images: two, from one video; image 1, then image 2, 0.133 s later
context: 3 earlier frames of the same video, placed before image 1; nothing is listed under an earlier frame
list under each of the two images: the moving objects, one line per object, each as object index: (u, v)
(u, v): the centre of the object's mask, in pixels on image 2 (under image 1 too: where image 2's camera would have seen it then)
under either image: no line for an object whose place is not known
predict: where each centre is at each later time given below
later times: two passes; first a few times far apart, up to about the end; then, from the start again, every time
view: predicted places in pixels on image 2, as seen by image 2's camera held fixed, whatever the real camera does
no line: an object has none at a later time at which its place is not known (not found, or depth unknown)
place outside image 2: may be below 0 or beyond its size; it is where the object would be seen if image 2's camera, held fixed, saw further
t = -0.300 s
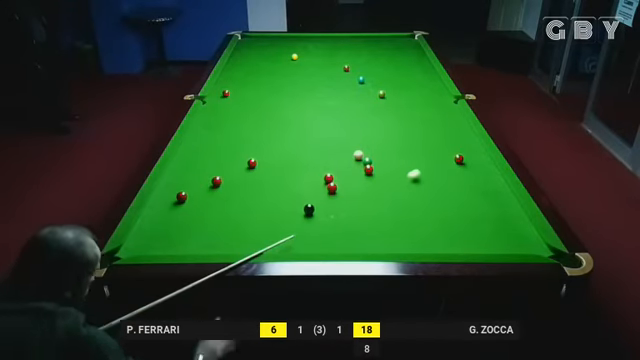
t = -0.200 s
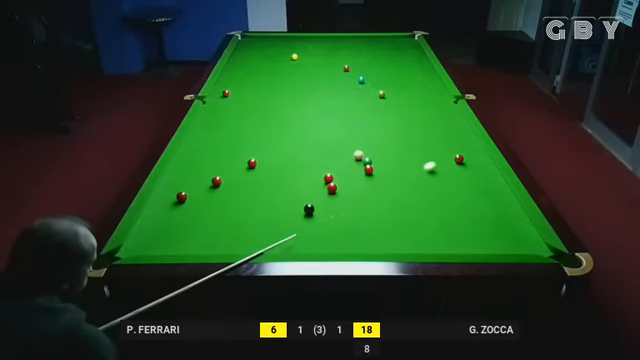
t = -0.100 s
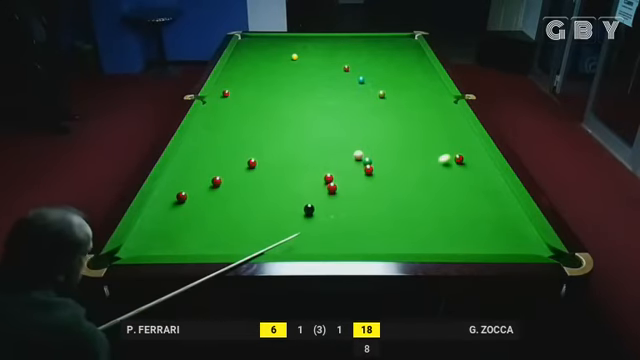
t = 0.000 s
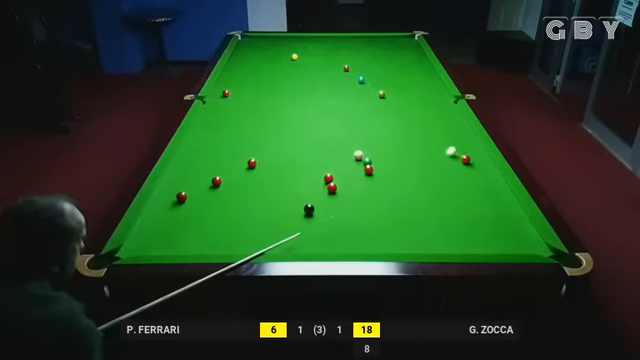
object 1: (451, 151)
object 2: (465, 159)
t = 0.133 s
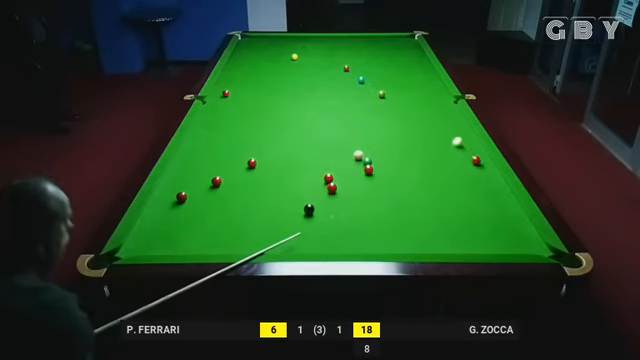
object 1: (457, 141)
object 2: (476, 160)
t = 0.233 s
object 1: (461, 134)
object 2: (484, 161)
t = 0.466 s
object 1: (459, 121)
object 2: (482, 162)
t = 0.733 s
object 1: (442, 109)
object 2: (471, 163)
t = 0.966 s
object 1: (429, 100)
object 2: (462, 164)
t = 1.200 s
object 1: (417, 92)
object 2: (455, 164)
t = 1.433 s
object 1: (407, 85)
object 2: (448, 165)
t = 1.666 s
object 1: (398, 78)
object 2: (442, 165)
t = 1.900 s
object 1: (389, 72)
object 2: (437, 165)
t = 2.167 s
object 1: (381, 66)
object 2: (433, 165)
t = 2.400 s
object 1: (374, 61)
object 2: (431, 165)
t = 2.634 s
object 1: (369, 57)
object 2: (429, 166)
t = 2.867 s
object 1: (363, 53)
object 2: (428, 166)
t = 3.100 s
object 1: (359, 49)
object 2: (428, 166)
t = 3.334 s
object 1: (354, 46)
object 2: (428, 165)
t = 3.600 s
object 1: (350, 42)
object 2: (428, 166)
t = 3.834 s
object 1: (347, 40)
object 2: (428, 165)
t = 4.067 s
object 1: (344, 37)
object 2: (428, 165)
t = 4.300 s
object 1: (341, 37)
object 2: (428, 166)
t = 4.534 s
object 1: (340, 38)
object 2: (428, 165)
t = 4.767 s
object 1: (338, 40)
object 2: (428, 166)
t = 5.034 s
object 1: (337, 41)
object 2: (428, 165)
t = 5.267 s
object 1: (336, 42)
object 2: (428, 165)
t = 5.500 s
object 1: (334, 43)
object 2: (428, 166)
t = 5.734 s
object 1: (334, 44)
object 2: (428, 165)
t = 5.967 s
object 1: (333, 45)
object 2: (428, 165)
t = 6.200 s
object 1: (332, 45)
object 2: (428, 165)
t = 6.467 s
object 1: (331, 46)
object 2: (428, 165)
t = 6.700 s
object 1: (331, 45)
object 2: (428, 165)
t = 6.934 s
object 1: (331, 46)
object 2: (428, 165)
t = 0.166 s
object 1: (458, 139)
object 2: (479, 160)
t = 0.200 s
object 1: (460, 137)
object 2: (481, 161)
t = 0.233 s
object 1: (461, 134)
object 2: (484, 161)
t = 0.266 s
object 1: (463, 132)
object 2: (486, 161)
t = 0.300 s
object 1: (464, 130)
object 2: (489, 161)
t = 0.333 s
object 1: (465, 128)
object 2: (487, 162)
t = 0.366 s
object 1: (467, 126)
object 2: (486, 162)
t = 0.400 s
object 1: (464, 124)
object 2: (485, 162)
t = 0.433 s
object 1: (462, 123)
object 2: (483, 162)
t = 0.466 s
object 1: (459, 121)
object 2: (482, 162)
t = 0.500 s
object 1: (457, 120)
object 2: (480, 162)
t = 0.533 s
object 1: (455, 118)
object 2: (479, 162)
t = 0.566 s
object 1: (452, 117)
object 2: (477, 162)
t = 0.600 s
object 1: (450, 115)
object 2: (476, 163)
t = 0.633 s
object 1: (448, 113)
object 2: (475, 163)
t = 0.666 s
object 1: (446, 112)
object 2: (473, 163)
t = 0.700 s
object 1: (444, 111)
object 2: (472, 163)
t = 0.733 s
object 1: (442, 109)
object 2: (471, 163)
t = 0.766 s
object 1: (440, 108)
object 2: (469, 163)
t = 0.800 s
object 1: (438, 106)
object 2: (468, 163)
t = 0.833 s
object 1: (436, 105)
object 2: (467, 163)
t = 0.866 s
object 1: (434, 104)
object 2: (466, 163)
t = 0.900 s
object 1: (432, 103)
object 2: (465, 163)
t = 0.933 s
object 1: (430, 101)
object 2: (464, 164)
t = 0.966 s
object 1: (429, 100)
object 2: (462, 164)
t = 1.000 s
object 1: (427, 99)
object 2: (461, 164)
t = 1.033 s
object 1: (425, 97)
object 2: (460, 164)
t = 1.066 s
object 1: (423, 96)
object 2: (459, 164)
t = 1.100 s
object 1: (422, 95)
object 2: (458, 164)
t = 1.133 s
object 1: (420, 94)
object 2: (457, 164)
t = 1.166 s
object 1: (418, 93)
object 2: (456, 164)
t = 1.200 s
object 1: (417, 92)
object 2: (455, 164)
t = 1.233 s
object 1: (416, 91)
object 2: (454, 164)
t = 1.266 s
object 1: (414, 90)
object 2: (453, 164)
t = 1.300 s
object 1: (412, 89)
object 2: (452, 164)
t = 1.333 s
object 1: (411, 88)
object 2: (451, 164)
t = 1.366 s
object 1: (410, 87)
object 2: (450, 164)
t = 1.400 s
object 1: (408, 86)
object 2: (449, 165)
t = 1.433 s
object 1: (407, 85)
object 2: (448, 165)
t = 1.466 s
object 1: (405, 84)
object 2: (447, 165)
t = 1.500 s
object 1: (404, 83)
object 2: (446, 165)
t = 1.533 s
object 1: (402, 82)
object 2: (445, 165)
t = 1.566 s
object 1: (401, 81)
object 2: (445, 165)
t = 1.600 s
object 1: (400, 80)
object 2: (444, 165)
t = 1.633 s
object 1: (399, 79)
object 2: (443, 165)
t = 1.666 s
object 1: (398, 78)
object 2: (442, 165)
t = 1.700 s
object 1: (396, 77)
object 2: (442, 165)
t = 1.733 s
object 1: (395, 76)
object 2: (441, 165)
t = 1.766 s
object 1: (394, 75)
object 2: (440, 165)
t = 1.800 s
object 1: (392, 74)
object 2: (440, 165)
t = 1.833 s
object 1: (391, 73)
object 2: (439, 165)
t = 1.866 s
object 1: (390, 73)
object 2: (438, 165)
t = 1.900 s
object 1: (389, 72)
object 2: (437, 165)
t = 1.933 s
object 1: (388, 71)
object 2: (437, 165)
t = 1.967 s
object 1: (387, 70)
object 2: (436, 165)
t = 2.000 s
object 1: (386, 69)
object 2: (436, 165)
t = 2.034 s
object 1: (385, 69)
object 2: (435, 165)
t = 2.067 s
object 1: (384, 68)
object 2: (435, 165)
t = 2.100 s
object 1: (383, 67)
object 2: (434, 165)
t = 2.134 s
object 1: (382, 66)
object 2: (434, 165)
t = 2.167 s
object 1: (381, 66)
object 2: (433, 165)
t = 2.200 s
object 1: (380, 65)
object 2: (433, 165)
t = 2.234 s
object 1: (379, 64)
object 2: (432, 166)
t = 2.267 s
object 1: (378, 64)
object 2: (432, 165)
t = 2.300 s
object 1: (377, 63)
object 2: (432, 165)
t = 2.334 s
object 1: (376, 62)
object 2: (431, 165)
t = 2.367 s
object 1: (375, 61)
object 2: (431, 165)
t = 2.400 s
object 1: (374, 61)
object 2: (431, 165)
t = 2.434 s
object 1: (374, 60)
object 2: (430, 165)
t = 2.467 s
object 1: (373, 59)
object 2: (430, 165)
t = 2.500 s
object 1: (372, 59)
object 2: (430, 165)
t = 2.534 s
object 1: (371, 58)
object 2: (429, 165)
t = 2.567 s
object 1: (370, 58)
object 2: (429, 165)
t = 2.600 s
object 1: (369, 57)
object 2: (429, 165)
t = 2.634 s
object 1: (369, 57)
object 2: (429, 166)
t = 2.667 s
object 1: (368, 56)
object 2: (429, 166)
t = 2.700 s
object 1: (367, 55)
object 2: (428, 166)
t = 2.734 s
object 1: (366, 55)
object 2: (428, 166)
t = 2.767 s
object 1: (365, 54)
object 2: (428, 166)
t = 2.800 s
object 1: (365, 54)
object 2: (428, 166)
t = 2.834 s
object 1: (364, 53)
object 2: (428, 165)
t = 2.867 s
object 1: (363, 53)
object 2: (428, 166)
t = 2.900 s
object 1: (363, 52)
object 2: (428, 166)
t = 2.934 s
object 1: (362, 51)
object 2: (428, 166)
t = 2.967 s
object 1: (361, 51)
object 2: (428, 166)
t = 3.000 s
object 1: (361, 50)
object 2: (428, 166)
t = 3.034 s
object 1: (360, 50)
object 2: (428, 165)
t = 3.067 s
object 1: (359, 49)
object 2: (428, 166)
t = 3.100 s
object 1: (359, 49)
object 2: (428, 166)
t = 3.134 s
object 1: (358, 49)
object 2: (428, 166)
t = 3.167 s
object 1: (357, 48)
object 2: (428, 166)
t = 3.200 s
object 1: (357, 47)
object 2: (428, 165)
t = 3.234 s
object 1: (356, 47)
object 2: (428, 166)
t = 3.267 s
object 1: (356, 46)
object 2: (428, 165)
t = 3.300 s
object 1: (355, 46)
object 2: (428, 166)
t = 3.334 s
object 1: (354, 46)
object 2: (428, 165)
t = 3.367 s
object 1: (354, 45)
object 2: (428, 166)
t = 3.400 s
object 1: (353, 45)
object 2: (428, 165)
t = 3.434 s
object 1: (353, 45)
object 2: (428, 165)
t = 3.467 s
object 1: (352, 44)
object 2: (428, 166)
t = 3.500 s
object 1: (352, 43)
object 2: (428, 165)
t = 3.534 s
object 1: (351, 43)
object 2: (428, 165)
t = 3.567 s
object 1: (351, 43)
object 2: (428, 165)
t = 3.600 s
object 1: (350, 42)
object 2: (428, 166)
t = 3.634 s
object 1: (350, 42)
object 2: (428, 166)
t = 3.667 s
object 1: (349, 42)
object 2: (428, 165)
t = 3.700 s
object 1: (349, 41)
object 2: (428, 165)
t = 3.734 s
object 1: (348, 41)
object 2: (428, 165)
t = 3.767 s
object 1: (348, 40)
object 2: (428, 165)
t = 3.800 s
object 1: (347, 40)
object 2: (428, 165)
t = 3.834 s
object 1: (347, 40)
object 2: (428, 165)
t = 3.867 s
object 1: (346, 39)
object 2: (428, 165)
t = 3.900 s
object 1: (346, 39)
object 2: (428, 165)
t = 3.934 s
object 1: (345, 39)
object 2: (428, 165)
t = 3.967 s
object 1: (345, 38)
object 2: (428, 165)
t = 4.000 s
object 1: (345, 38)
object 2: (428, 165)
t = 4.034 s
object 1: (344, 38)
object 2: (428, 165)
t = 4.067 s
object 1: (344, 37)
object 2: (428, 165)
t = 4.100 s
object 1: (343, 37)
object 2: (428, 165)
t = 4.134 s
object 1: (343, 37)
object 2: (428, 165)
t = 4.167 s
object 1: (342, 36)
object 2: (428, 165)
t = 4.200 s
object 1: (342, 36)
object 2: (428, 165)
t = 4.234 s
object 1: (342, 36)
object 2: (428, 165)
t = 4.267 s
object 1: (341, 37)
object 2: (428, 165)
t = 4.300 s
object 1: (341, 37)
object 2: (428, 166)
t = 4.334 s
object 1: (341, 37)
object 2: (428, 165)
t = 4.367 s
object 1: (341, 38)
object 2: (428, 165)
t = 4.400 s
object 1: (341, 38)
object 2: (428, 166)
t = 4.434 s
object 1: (341, 38)
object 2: (428, 165)
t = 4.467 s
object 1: (340, 38)
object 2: (428, 166)
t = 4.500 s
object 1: (340, 38)
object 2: (428, 166)
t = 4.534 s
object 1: (340, 38)
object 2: (428, 165)
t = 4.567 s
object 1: (340, 38)
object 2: (428, 166)
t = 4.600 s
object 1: (339, 39)
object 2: (428, 166)
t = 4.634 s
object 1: (339, 39)
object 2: (428, 165)
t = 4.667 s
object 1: (339, 39)
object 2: (428, 166)
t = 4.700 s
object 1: (339, 39)
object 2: (428, 166)
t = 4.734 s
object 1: (338, 39)
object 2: (428, 165)
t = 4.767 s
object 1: (338, 40)
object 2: (428, 166)
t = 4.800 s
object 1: (338, 39)
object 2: (428, 166)
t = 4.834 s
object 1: (338, 40)
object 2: (428, 166)
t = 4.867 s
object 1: (338, 40)
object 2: (428, 166)
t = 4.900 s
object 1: (337, 41)
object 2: (428, 166)
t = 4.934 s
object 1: (337, 41)
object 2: (428, 165)
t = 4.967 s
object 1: (337, 41)
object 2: (428, 166)
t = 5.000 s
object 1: (337, 41)
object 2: (428, 165)
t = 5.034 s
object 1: (337, 41)
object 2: (428, 165)
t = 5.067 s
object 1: (337, 41)
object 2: (428, 165)
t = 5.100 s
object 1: (337, 41)
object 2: (428, 165)
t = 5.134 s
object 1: (336, 42)
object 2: (428, 165)
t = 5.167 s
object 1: (336, 42)
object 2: (428, 165)
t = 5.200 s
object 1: (336, 42)
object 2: (428, 165)
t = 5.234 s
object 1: (336, 42)
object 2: (428, 165)
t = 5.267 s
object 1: (336, 42)
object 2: (428, 165)
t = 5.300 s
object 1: (335, 42)
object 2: (428, 165)
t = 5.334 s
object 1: (335, 42)
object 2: (428, 165)
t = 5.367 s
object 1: (335, 43)
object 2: (428, 165)
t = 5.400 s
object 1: (335, 43)
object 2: (428, 165)
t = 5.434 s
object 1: (335, 43)
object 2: (428, 165)
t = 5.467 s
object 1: (335, 43)
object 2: (428, 166)
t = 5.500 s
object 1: (334, 43)
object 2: (428, 166)
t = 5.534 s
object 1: (334, 43)
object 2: (428, 166)
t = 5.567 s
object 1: (334, 44)
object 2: (428, 165)
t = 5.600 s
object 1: (334, 44)
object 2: (428, 165)
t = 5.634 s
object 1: (334, 44)
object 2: (428, 165)
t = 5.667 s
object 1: (334, 44)
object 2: (428, 165)
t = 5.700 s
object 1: (334, 44)
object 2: (428, 165)
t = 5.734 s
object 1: (334, 44)
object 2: (428, 165)
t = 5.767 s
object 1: (333, 44)
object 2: (428, 165)
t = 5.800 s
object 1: (333, 44)
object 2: (428, 165)
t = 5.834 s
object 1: (333, 44)
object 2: (428, 165)
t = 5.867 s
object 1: (333, 44)
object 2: (428, 165)
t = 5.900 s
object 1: (333, 45)
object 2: (428, 165)
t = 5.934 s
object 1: (333, 45)
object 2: (428, 165)
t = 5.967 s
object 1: (333, 45)
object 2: (428, 165)
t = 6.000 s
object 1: (332, 45)
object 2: (428, 165)
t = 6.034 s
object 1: (332, 45)
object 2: (428, 165)
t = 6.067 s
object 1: (332, 45)
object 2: (428, 165)
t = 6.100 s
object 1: (332, 45)
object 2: (428, 165)
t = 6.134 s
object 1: (332, 45)
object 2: (428, 165)
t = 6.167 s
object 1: (332, 45)
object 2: (428, 165)
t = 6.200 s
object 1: (332, 45)
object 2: (428, 165)
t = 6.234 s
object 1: (332, 45)
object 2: (428, 165)
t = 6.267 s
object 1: (332, 45)
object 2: (428, 165)
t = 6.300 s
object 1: (332, 45)
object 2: (428, 165)
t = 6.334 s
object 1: (332, 45)
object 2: (428, 165)
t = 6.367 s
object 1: (332, 45)
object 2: (428, 165)
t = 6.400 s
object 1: (332, 46)
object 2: (428, 165)
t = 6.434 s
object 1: (331, 46)
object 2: (428, 165)
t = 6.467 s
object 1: (331, 46)
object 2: (428, 165)
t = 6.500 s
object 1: (331, 46)
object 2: (428, 165)
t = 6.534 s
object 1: (331, 46)
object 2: (428, 165)
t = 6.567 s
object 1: (331, 46)
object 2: (428, 165)
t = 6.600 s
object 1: (331, 46)
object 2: (428, 165)
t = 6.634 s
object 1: (331, 46)
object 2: (428, 165)
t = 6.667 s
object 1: (331, 46)
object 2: (428, 165)
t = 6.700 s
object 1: (331, 45)
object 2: (428, 165)
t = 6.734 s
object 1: (331, 45)
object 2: (428, 165)
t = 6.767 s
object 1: (331, 46)
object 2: (428, 165)
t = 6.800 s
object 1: (331, 46)
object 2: (428, 165)
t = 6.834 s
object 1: (331, 46)
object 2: (428, 165)
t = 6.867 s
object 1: (331, 46)
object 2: (428, 165)
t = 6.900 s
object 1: (331, 46)
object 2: (428, 165)
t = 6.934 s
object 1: (331, 46)
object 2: (428, 165)
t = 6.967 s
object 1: (331, 46)
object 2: (428, 165)
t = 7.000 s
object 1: (331, 46)
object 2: (428, 165)
